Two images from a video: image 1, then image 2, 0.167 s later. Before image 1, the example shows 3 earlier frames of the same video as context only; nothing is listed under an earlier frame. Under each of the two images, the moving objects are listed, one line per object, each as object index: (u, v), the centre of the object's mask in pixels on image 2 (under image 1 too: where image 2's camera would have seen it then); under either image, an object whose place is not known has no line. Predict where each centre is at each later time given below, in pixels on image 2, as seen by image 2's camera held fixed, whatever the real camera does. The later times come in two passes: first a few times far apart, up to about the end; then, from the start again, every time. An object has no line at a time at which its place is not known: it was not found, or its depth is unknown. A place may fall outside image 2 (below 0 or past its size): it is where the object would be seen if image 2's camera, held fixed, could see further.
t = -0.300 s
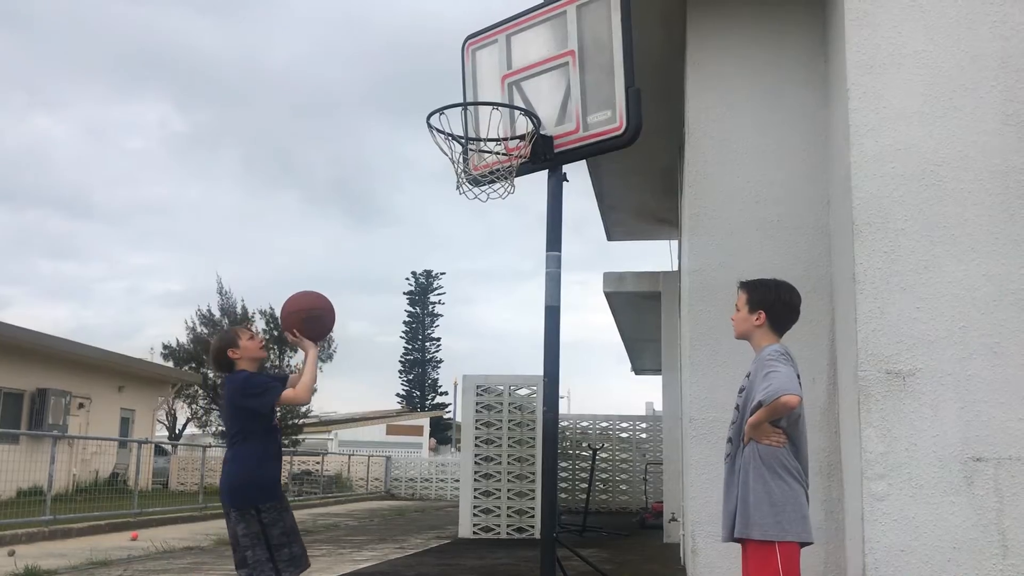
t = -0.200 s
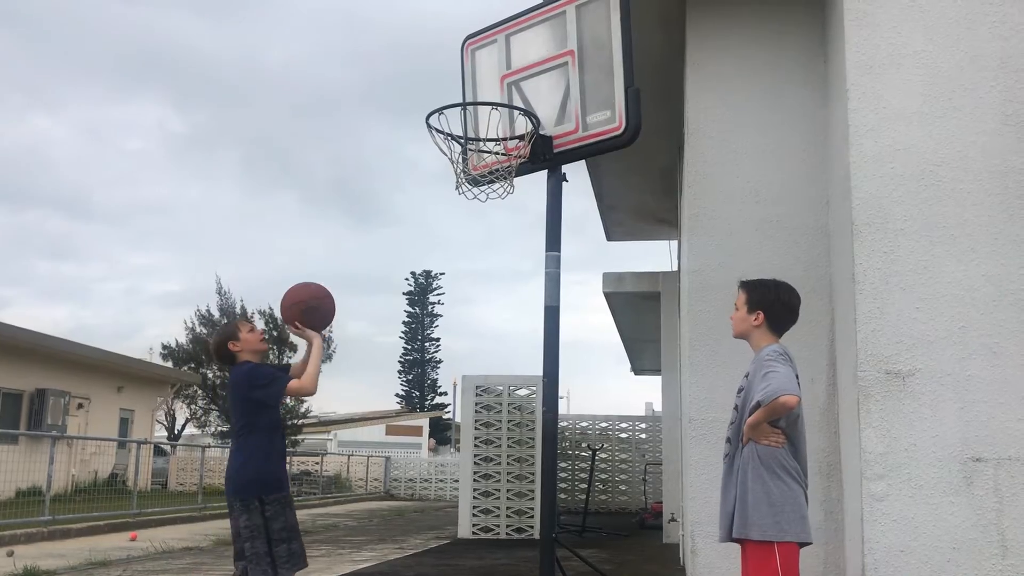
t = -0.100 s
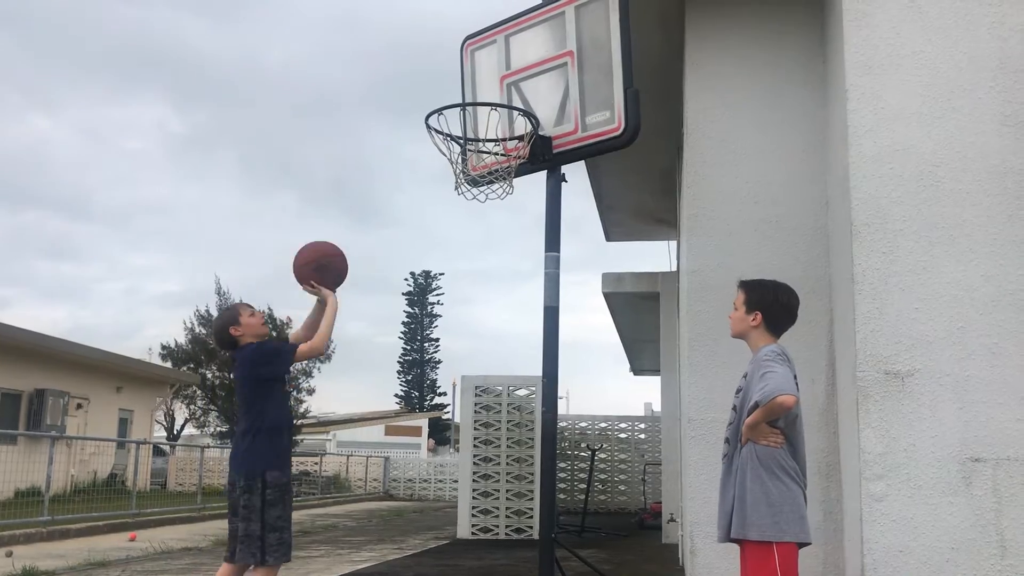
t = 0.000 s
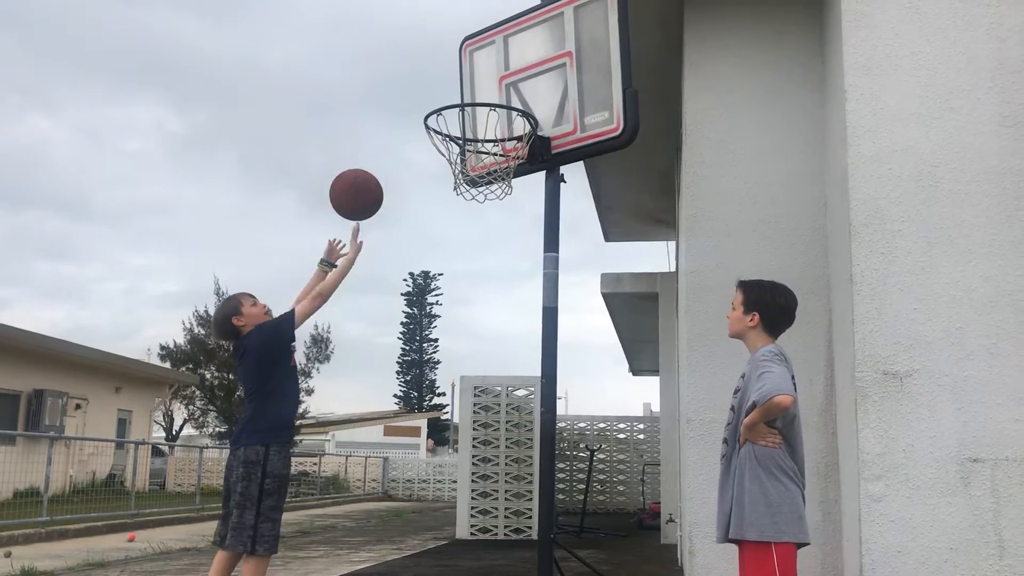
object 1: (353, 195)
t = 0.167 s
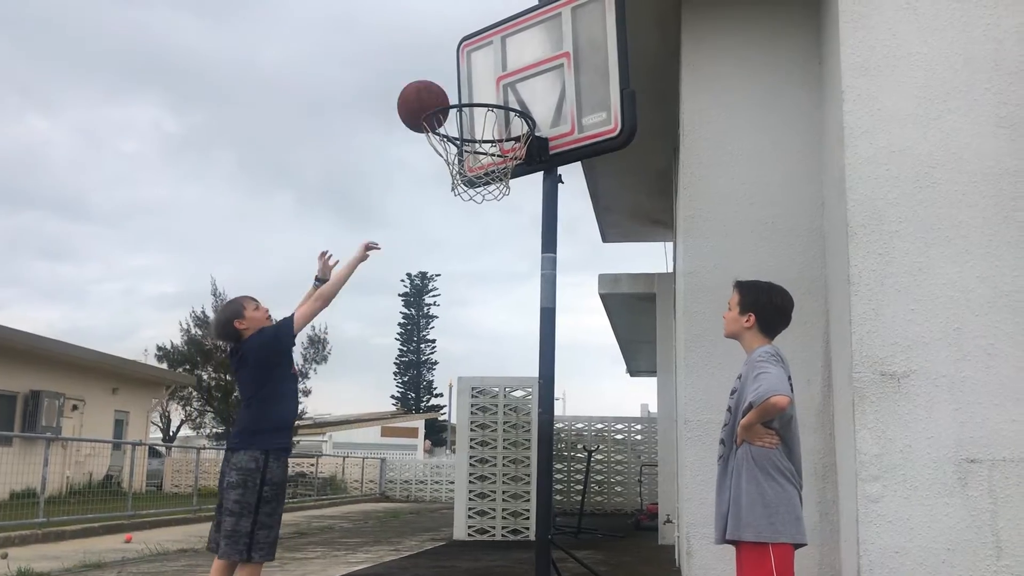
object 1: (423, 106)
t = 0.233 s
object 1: (450, 86)
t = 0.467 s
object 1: (474, 88)
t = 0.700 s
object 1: (464, 187)
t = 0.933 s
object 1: (456, 332)
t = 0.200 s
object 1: (437, 95)
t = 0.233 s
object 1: (450, 86)
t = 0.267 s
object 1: (464, 79)
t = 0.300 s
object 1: (476, 76)
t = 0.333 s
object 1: (477, 74)
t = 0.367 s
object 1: (476, 74)
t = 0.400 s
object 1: (475, 76)
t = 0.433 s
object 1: (475, 80)
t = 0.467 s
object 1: (474, 88)
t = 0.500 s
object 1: (473, 98)
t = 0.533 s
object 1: (472, 110)
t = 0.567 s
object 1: (471, 124)
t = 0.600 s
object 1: (469, 143)
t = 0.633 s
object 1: (467, 162)
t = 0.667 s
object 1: (466, 177)
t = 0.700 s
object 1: (464, 187)
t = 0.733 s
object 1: (463, 200)
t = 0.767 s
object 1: (463, 215)
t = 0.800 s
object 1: (462, 233)
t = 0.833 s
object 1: (461, 253)
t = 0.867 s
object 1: (459, 277)
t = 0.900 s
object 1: (458, 303)
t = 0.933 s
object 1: (456, 332)
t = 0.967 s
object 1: (454, 364)
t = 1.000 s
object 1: (452, 399)
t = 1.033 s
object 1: (450, 438)
